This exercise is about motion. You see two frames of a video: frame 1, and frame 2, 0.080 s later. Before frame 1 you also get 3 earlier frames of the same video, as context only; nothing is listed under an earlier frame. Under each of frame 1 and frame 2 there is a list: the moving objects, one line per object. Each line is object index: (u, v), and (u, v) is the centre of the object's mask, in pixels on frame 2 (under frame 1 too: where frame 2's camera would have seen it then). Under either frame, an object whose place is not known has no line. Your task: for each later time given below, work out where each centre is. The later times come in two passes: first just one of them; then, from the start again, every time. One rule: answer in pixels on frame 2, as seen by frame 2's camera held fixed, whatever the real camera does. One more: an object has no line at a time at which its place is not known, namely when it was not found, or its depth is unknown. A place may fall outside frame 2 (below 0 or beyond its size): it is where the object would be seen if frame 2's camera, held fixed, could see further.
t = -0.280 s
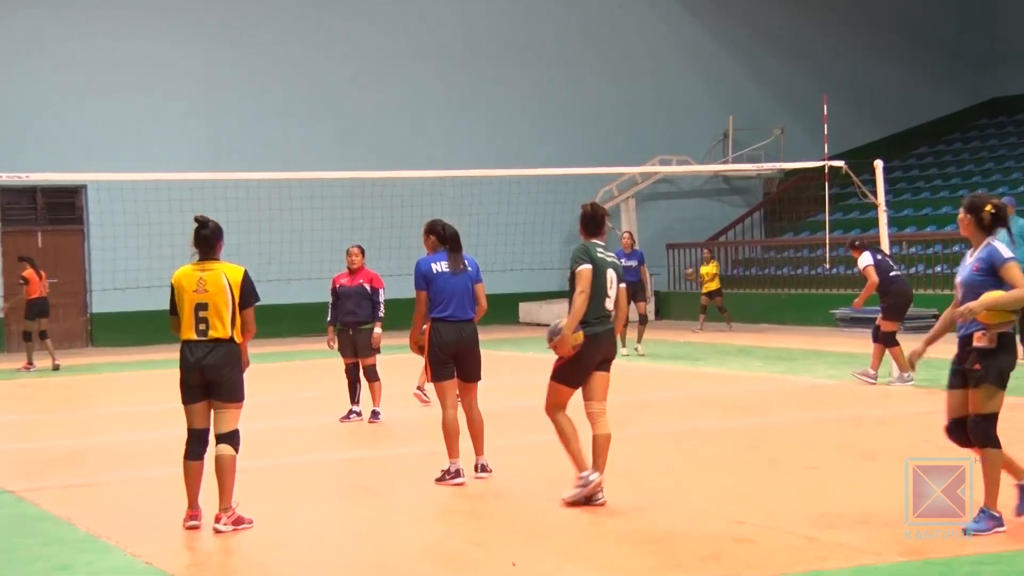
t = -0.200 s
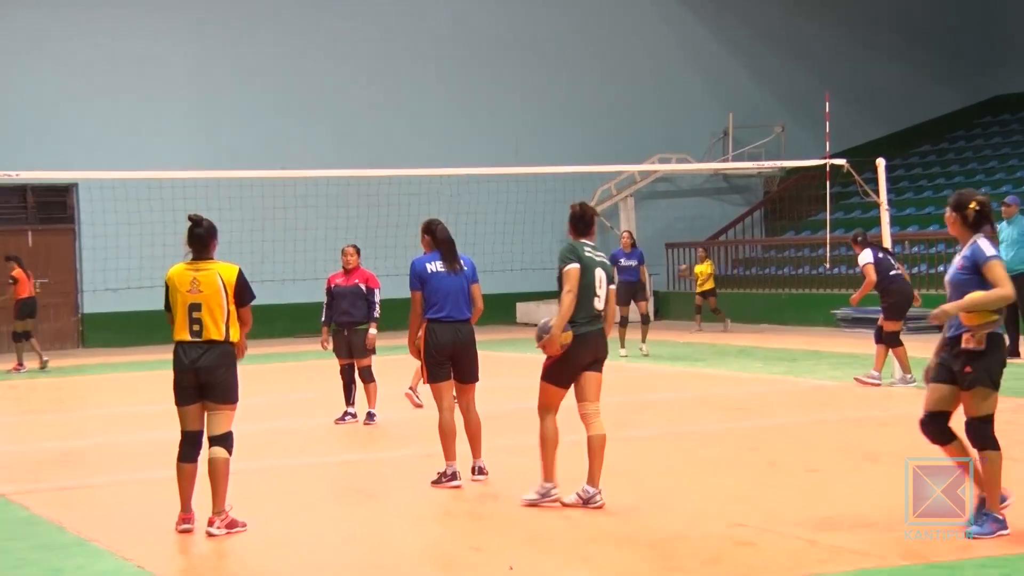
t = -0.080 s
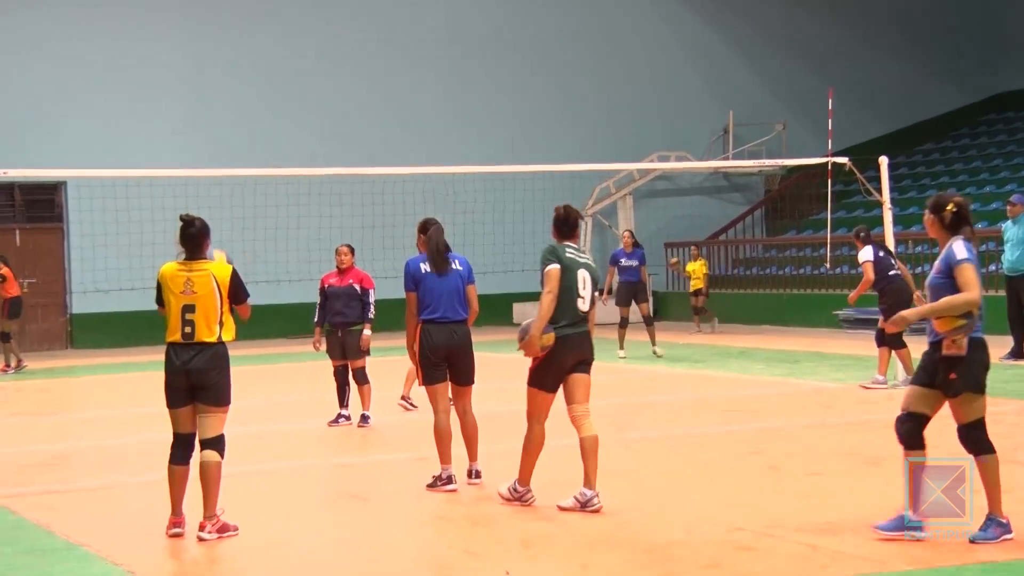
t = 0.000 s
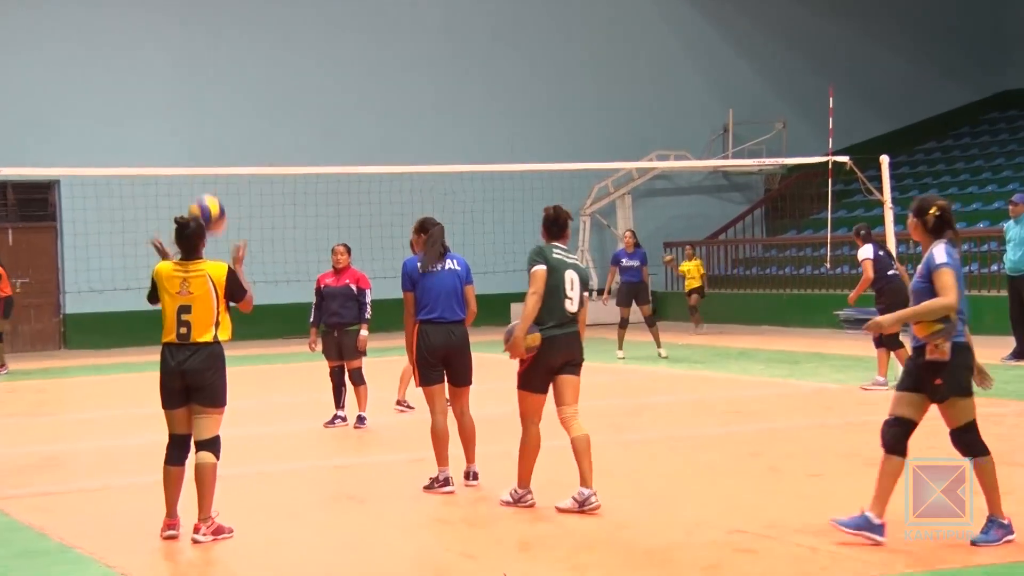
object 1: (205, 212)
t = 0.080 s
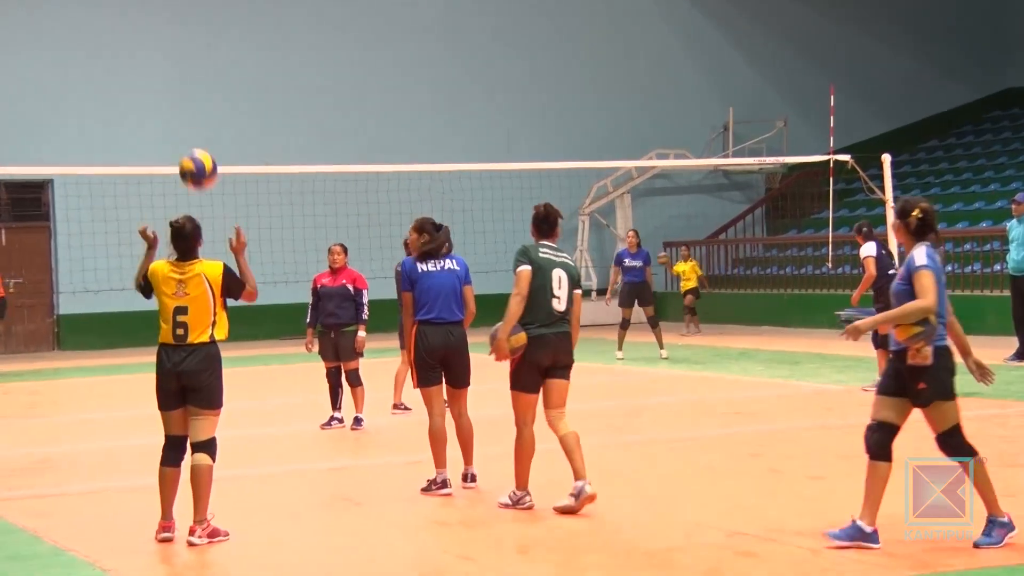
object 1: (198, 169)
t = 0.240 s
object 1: (188, 110)
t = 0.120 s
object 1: (195, 150)
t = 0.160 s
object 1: (193, 135)
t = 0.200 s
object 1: (190, 121)
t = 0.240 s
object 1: (188, 110)
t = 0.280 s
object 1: (186, 102)
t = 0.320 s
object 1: (185, 97)
